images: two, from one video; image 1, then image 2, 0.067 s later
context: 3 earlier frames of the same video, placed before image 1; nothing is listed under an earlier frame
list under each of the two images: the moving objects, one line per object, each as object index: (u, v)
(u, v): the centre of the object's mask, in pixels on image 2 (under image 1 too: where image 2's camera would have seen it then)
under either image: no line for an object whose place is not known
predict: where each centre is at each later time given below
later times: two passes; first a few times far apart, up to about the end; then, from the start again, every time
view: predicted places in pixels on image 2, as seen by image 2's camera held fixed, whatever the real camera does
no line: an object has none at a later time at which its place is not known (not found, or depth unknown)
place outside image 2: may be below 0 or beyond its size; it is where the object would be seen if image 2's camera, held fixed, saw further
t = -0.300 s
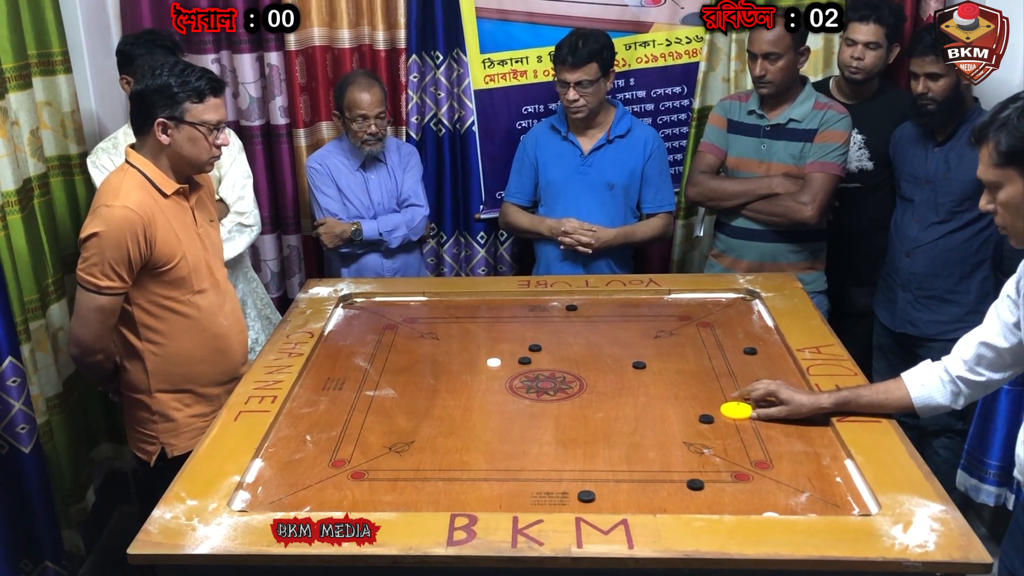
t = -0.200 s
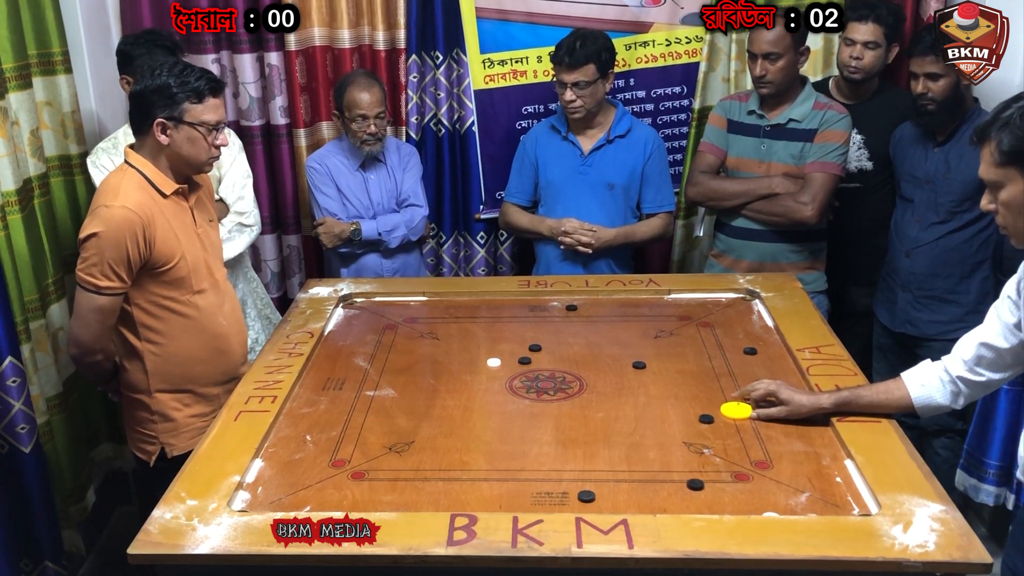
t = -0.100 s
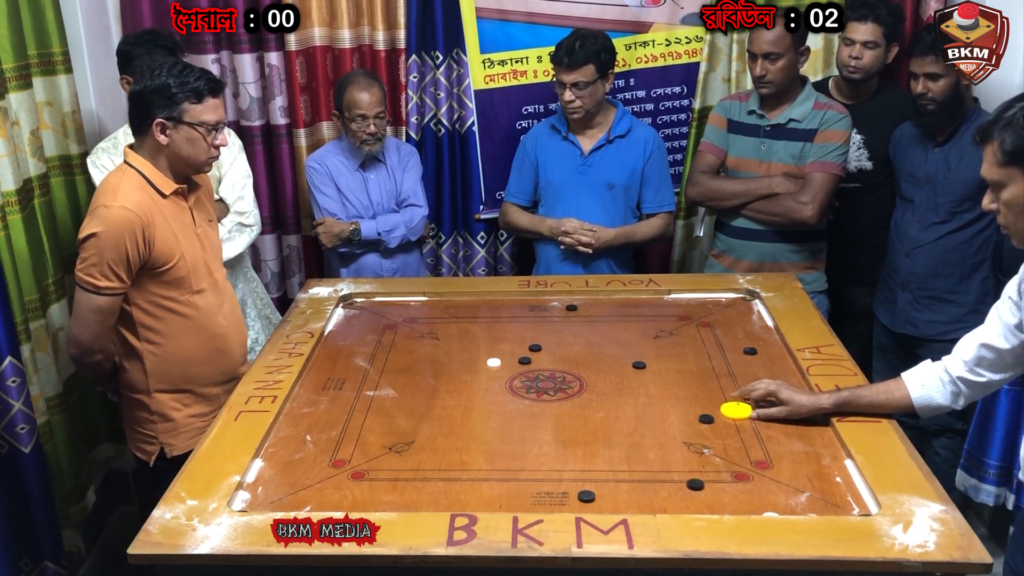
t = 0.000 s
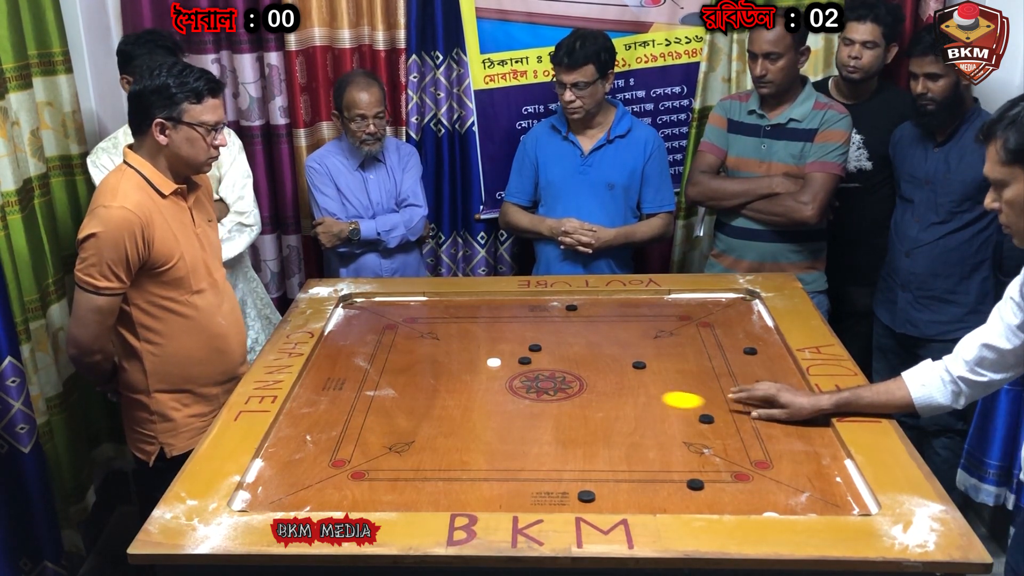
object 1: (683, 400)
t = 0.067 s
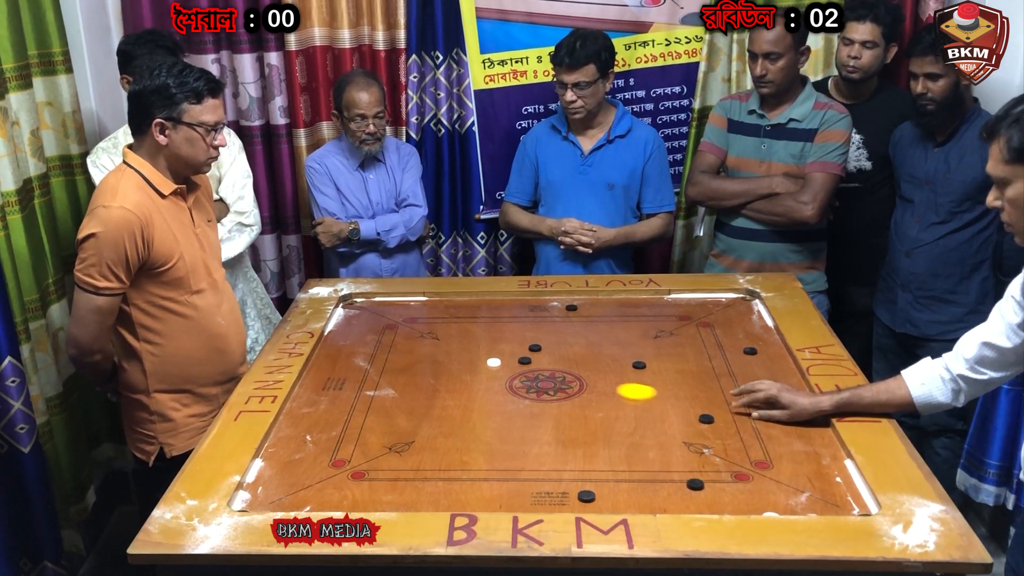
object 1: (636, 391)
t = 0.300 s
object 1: (505, 368)
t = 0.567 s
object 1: (425, 359)
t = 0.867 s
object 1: (368, 352)
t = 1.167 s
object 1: (347, 349)
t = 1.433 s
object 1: (346, 349)
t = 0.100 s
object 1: (614, 387)
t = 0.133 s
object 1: (594, 384)
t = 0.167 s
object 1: (574, 380)
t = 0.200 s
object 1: (555, 377)
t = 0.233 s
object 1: (537, 373)
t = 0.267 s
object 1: (520, 370)
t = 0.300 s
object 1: (505, 368)
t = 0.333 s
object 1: (493, 366)
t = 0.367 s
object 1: (482, 365)
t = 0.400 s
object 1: (471, 364)
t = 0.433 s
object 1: (461, 363)
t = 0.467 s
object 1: (451, 362)
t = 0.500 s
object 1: (442, 361)
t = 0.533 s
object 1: (434, 360)
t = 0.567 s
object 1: (425, 359)
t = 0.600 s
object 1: (417, 358)
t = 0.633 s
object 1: (409, 357)
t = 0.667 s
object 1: (402, 356)
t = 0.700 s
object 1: (395, 355)
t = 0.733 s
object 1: (389, 354)
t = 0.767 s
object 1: (383, 354)
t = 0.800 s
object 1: (377, 353)
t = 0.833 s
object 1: (373, 352)
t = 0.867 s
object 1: (368, 352)
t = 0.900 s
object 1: (364, 351)
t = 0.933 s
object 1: (360, 351)
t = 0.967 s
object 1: (357, 350)
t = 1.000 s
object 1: (354, 350)
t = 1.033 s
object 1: (352, 350)
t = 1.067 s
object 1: (350, 349)
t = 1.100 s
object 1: (348, 349)
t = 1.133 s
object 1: (347, 349)
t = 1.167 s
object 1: (347, 349)
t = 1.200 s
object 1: (346, 349)
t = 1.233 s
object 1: (346, 349)
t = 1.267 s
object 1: (346, 349)
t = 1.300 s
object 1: (346, 349)
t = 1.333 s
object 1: (346, 349)
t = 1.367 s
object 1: (346, 349)
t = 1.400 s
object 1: (346, 349)
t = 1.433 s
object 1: (346, 349)
